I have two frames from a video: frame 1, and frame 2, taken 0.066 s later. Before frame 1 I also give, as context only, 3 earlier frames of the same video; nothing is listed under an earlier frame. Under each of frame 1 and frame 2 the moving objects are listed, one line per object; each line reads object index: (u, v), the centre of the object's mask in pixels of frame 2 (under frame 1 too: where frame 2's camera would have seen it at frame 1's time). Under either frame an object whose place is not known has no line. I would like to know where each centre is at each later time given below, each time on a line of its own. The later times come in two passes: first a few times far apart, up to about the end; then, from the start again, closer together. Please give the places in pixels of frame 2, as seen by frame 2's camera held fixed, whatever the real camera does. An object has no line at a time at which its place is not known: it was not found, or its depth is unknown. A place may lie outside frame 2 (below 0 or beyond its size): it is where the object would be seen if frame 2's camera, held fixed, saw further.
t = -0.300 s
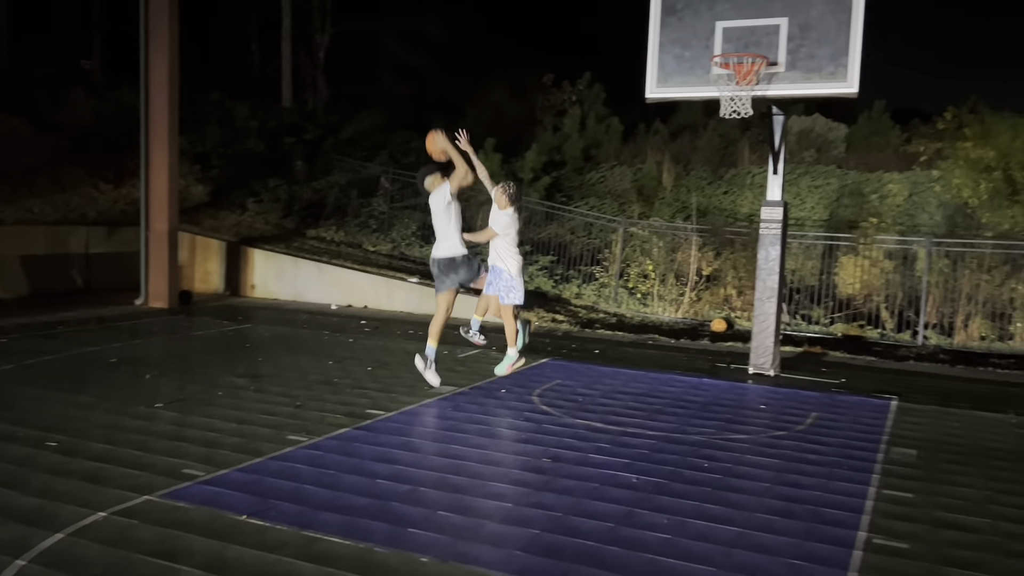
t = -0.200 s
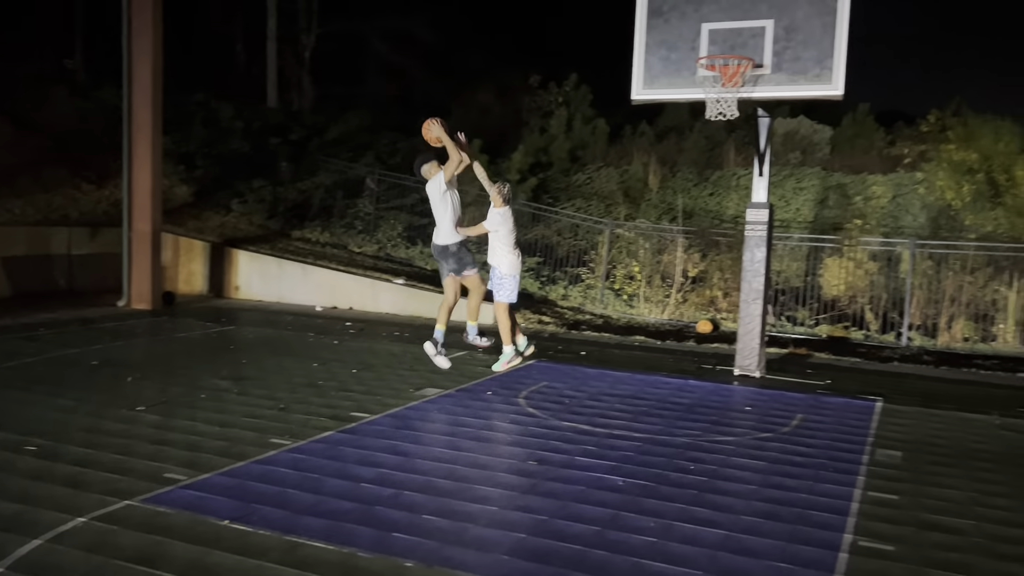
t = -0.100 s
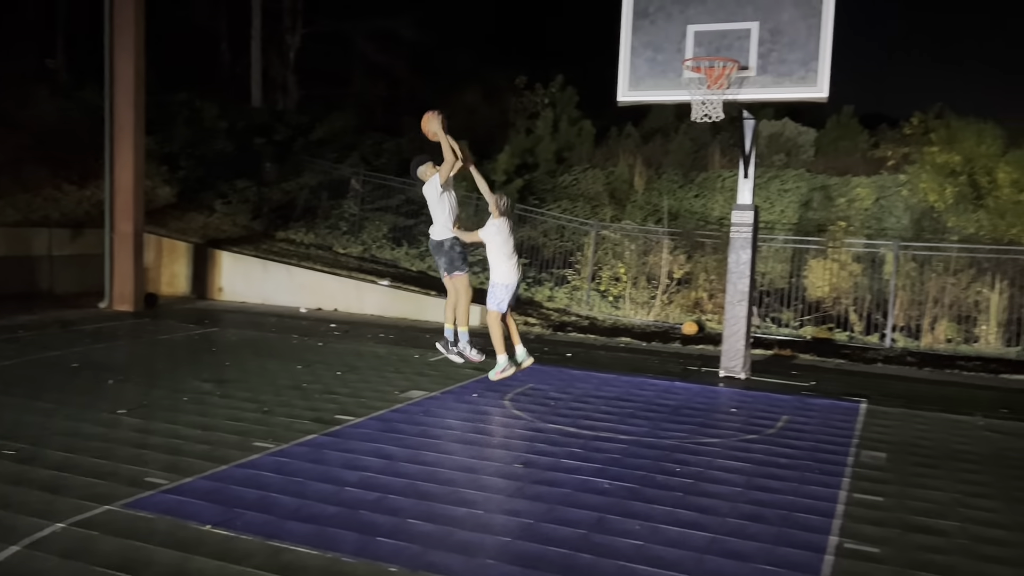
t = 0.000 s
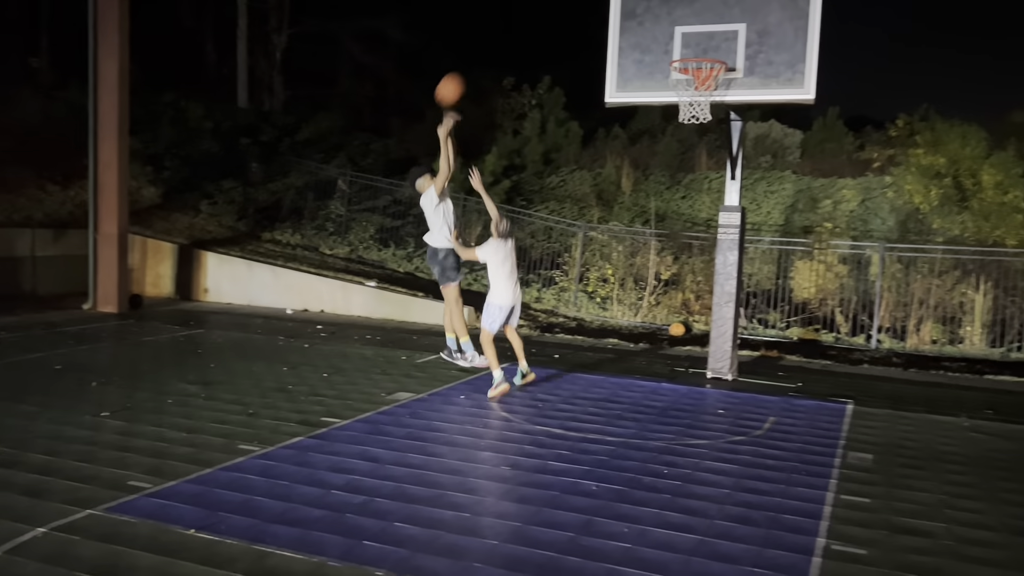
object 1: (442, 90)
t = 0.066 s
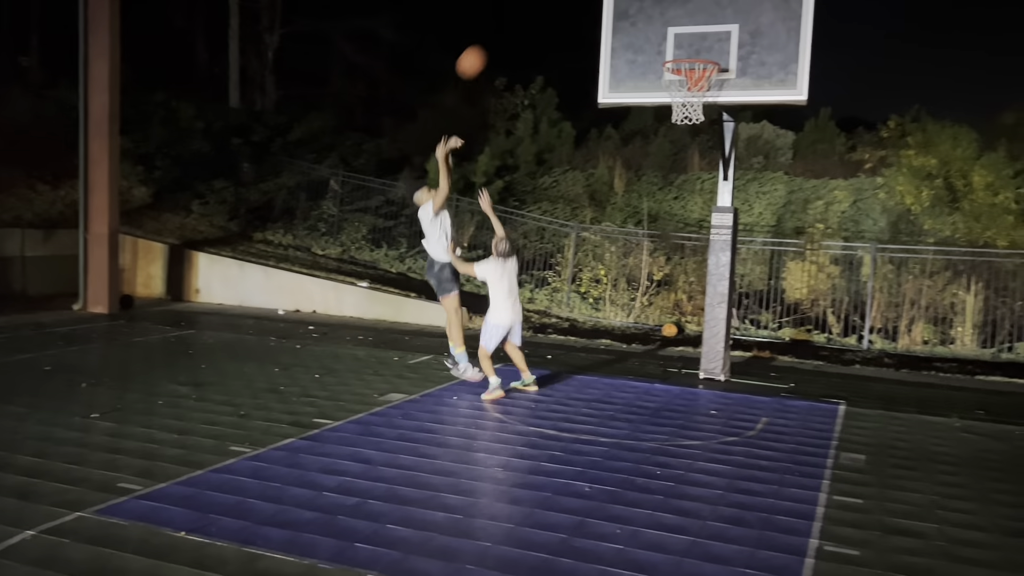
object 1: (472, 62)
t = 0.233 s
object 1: (544, 14)
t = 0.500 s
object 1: (658, 5)
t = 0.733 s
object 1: (716, 39)
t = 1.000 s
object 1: (780, 52)
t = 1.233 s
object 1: (835, 112)
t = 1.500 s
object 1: (891, 266)
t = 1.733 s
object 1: (939, 420)
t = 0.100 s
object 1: (486, 50)
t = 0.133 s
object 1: (500, 40)
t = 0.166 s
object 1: (515, 30)
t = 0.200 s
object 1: (529, 21)
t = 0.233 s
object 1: (544, 14)
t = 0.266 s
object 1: (558, 10)
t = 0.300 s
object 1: (572, 7)
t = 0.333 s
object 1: (585, 5)
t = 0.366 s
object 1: (599, 4)
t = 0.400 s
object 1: (616, 3)
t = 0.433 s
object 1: (630, 4)
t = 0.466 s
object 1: (644, 4)
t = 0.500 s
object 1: (658, 5)
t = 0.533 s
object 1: (669, 6)
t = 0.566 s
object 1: (677, 7)
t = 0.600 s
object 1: (685, 10)
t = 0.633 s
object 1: (692, 14)
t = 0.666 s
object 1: (700, 21)
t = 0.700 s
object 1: (709, 29)
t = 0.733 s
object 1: (716, 39)
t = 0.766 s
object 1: (722, 48)
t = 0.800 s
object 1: (730, 52)
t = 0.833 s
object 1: (739, 49)
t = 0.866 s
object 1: (748, 47)
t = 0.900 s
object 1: (755, 47)
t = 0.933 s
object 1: (764, 47)
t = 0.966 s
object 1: (771, 49)
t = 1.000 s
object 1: (780, 52)
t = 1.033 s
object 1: (788, 57)
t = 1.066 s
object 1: (797, 63)
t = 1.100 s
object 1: (805, 70)
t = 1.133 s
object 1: (814, 79)
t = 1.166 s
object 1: (821, 88)
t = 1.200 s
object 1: (827, 99)
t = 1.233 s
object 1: (835, 112)
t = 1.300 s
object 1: (852, 142)
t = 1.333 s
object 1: (859, 158)
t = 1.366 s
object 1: (865, 176)
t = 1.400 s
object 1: (872, 198)
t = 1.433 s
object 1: (879, 220)
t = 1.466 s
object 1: (886, 241)
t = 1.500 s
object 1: (891, 266)
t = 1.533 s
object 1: (899, 295)
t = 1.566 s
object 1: (905, 323)
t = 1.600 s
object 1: (911, 350)
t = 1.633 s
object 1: (917, 379)
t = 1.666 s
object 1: (924, 409)
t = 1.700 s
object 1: (930, 433)
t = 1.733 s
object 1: (939, 420)
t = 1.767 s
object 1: (947, 400)
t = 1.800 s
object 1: (954, 382)
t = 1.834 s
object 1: (961, 365)
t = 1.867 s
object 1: (968, 349)
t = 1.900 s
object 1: (975, 333)
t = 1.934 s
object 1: (984, 318)
